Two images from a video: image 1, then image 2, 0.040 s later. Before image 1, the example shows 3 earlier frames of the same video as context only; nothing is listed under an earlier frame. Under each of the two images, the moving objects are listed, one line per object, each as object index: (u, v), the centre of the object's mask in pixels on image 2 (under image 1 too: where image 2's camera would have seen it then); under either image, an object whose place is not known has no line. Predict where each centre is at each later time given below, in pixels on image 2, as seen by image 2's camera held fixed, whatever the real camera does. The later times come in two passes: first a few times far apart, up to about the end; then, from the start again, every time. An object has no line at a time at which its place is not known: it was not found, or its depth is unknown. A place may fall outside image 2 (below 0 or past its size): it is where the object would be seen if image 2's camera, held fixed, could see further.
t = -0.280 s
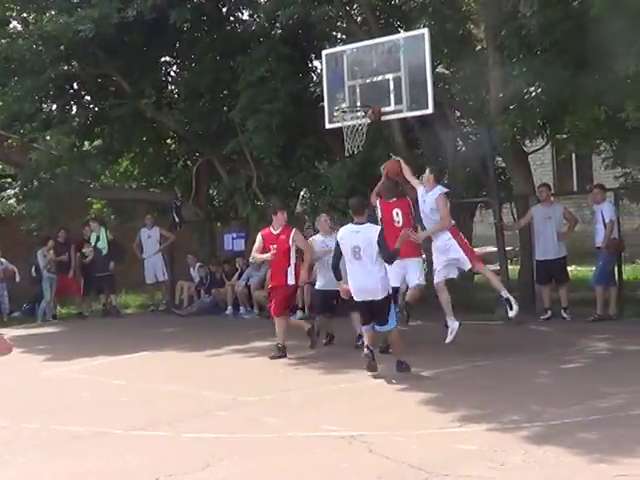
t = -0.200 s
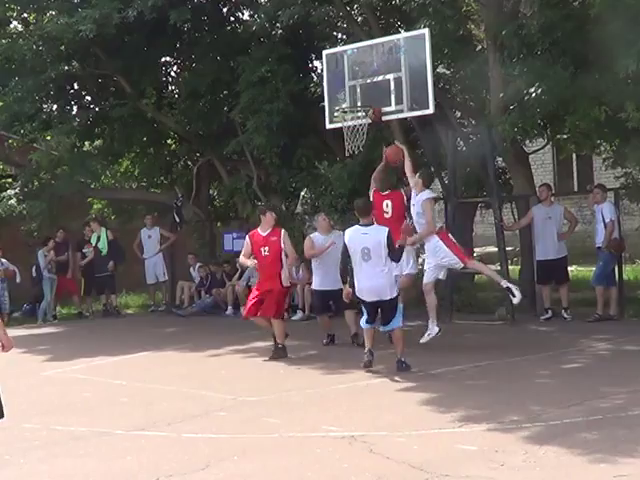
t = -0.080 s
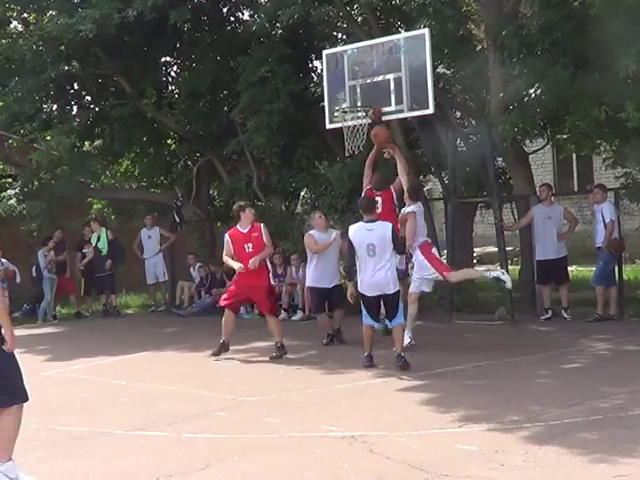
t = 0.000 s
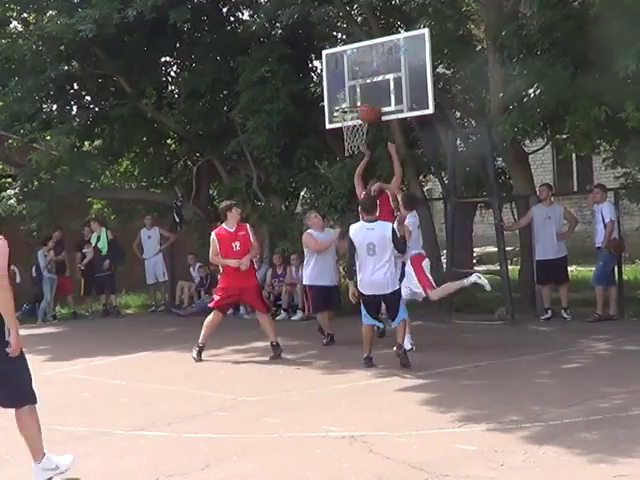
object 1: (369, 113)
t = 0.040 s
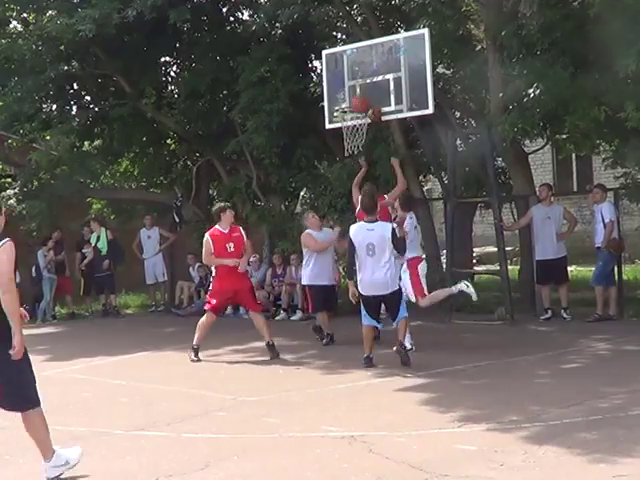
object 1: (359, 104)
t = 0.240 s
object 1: (328, 79)
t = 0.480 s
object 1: (293, 91)
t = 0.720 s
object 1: (259, 150)
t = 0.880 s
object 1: (238, 215)
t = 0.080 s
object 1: (352, 96)
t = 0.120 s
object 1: (347, 90)
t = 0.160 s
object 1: (342, 86)
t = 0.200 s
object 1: (335, 81)
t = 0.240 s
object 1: (328, 79)
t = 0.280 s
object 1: (322, 78)
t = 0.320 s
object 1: (316, 78)
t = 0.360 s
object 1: (310, 79)
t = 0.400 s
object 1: (304, 82)
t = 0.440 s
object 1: (298, 86)
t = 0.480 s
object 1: (293, 91)
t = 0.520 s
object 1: (287, 98)
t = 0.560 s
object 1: (281, 106)
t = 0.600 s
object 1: (276, 114)
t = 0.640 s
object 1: (270, 125)
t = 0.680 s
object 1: (265, 137)
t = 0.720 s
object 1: (259, 150)
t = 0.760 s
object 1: (253, 164)
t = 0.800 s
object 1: (248, 180)
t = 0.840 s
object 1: (243, 197)
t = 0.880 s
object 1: (238, 215)
